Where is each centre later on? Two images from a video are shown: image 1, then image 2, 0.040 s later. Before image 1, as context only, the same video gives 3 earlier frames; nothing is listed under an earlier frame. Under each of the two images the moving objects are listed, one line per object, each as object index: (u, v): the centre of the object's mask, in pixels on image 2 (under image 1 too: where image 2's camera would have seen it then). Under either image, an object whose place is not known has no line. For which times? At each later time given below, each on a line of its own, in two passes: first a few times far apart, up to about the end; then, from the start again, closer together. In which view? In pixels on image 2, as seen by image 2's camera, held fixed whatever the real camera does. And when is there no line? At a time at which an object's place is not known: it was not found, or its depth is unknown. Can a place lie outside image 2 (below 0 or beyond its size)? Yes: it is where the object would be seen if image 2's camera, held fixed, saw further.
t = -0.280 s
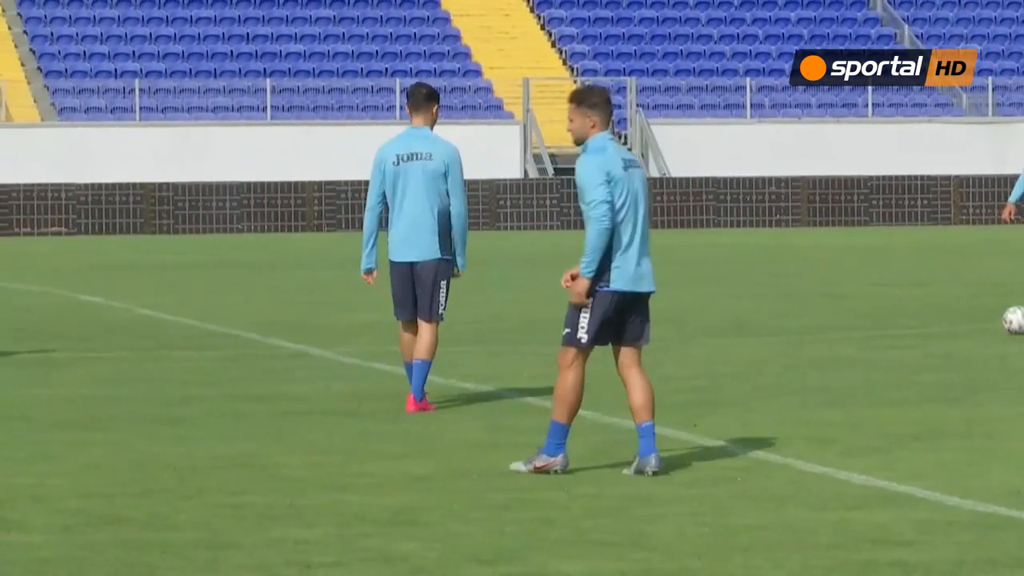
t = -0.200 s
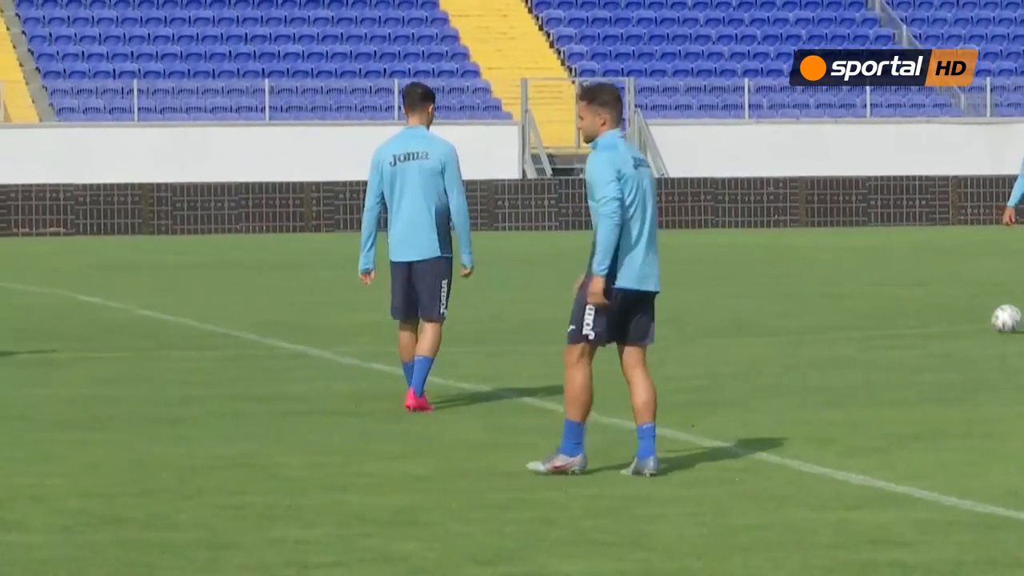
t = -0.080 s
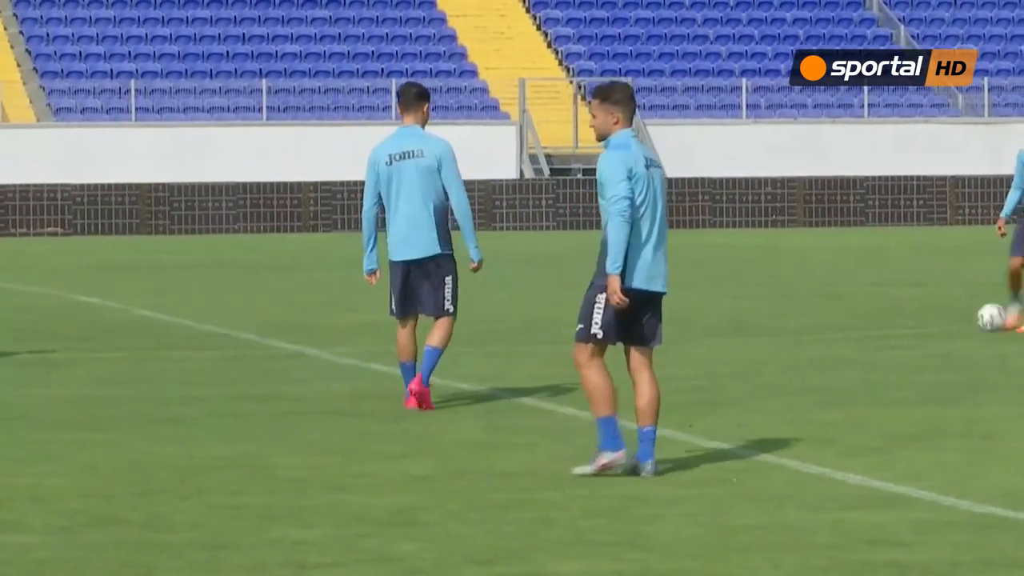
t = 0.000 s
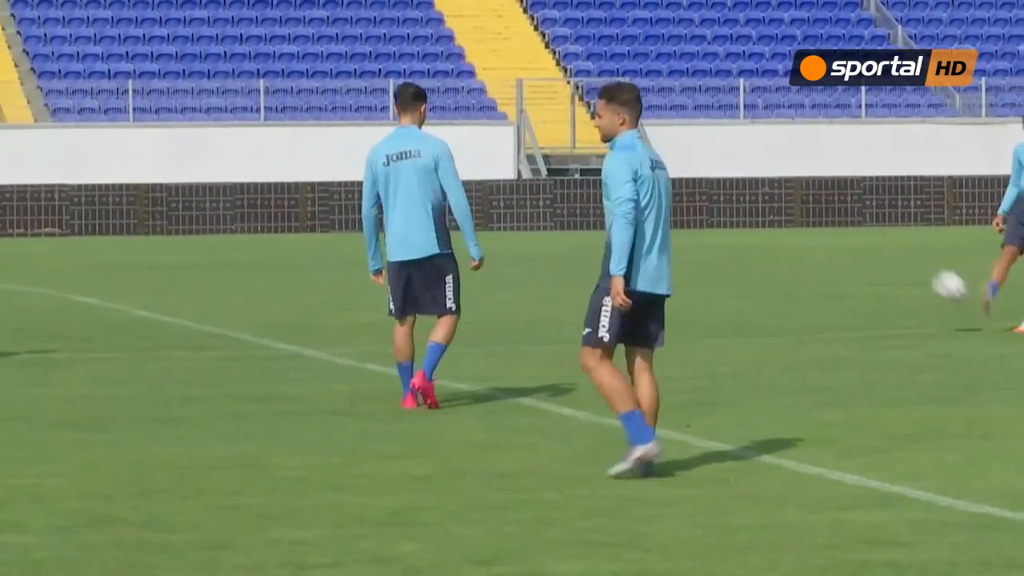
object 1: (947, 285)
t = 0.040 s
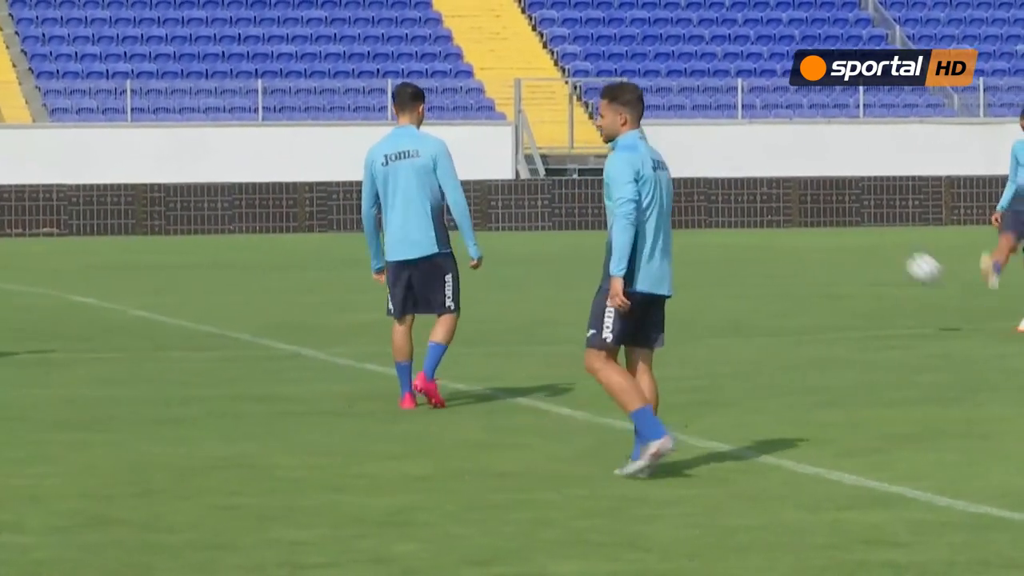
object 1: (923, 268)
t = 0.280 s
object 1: (773, 202)
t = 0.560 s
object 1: (587, 216)
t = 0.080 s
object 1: (898, 251)
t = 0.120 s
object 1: (873, 237)
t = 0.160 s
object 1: (848, 225)
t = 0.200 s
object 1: (823, 215)
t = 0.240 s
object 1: (798, 207)
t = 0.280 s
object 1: (773, 202)
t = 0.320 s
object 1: (746, 196)
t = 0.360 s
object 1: (722, 195)
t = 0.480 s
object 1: (636, 201)
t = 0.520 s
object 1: (614, 207)
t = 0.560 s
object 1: (587, 216)
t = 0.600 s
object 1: (561, 227)
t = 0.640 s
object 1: (535, 240)
